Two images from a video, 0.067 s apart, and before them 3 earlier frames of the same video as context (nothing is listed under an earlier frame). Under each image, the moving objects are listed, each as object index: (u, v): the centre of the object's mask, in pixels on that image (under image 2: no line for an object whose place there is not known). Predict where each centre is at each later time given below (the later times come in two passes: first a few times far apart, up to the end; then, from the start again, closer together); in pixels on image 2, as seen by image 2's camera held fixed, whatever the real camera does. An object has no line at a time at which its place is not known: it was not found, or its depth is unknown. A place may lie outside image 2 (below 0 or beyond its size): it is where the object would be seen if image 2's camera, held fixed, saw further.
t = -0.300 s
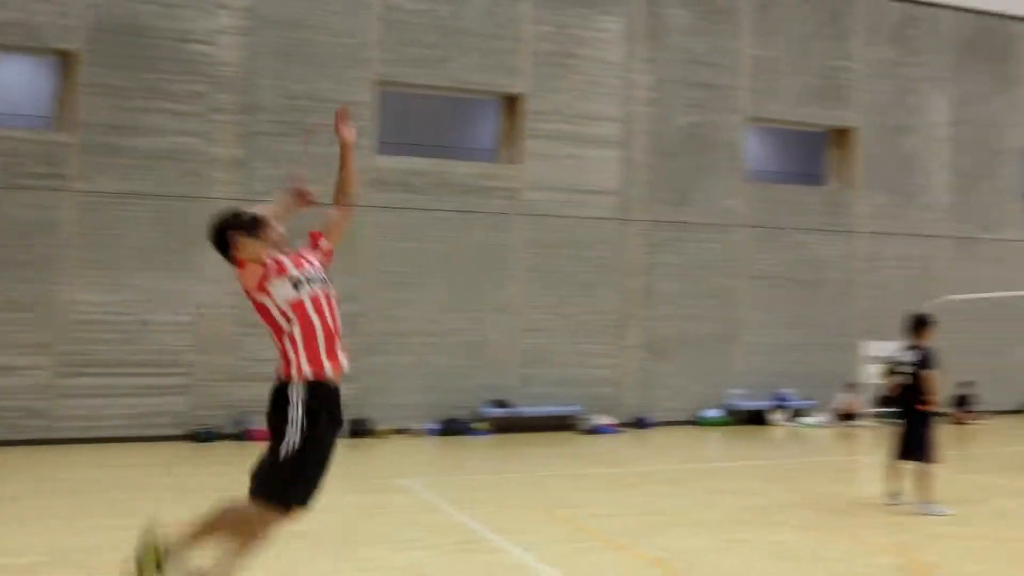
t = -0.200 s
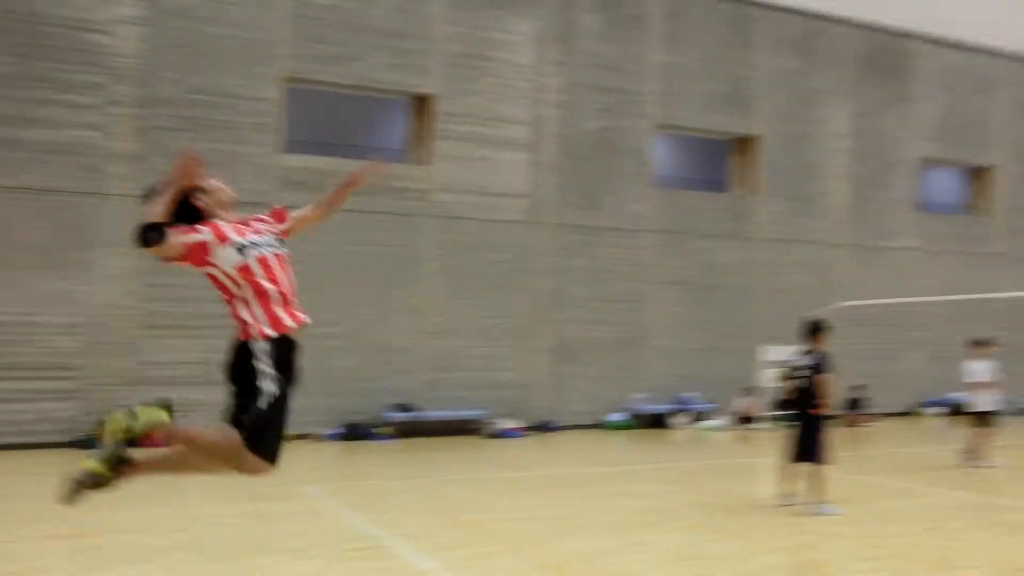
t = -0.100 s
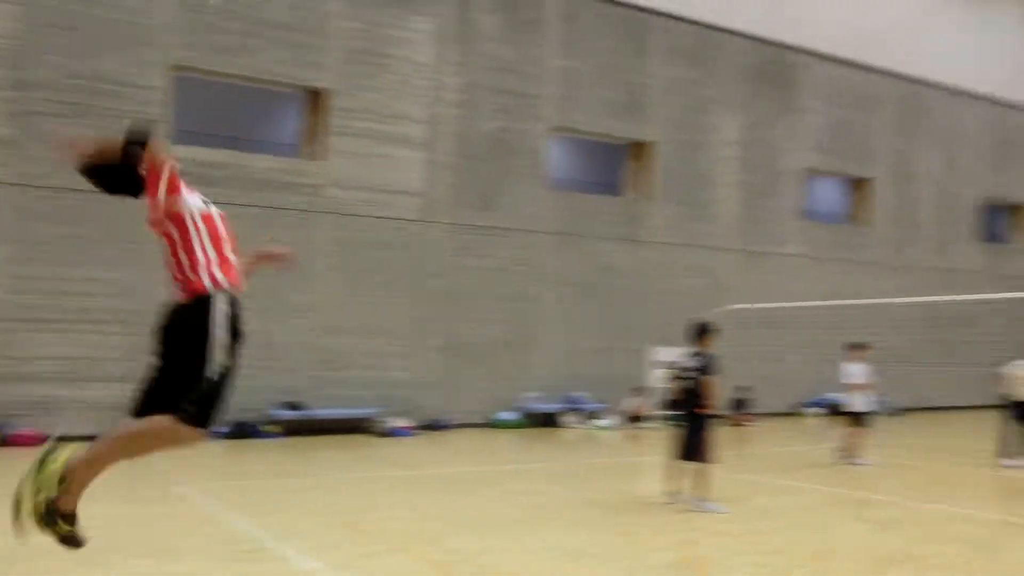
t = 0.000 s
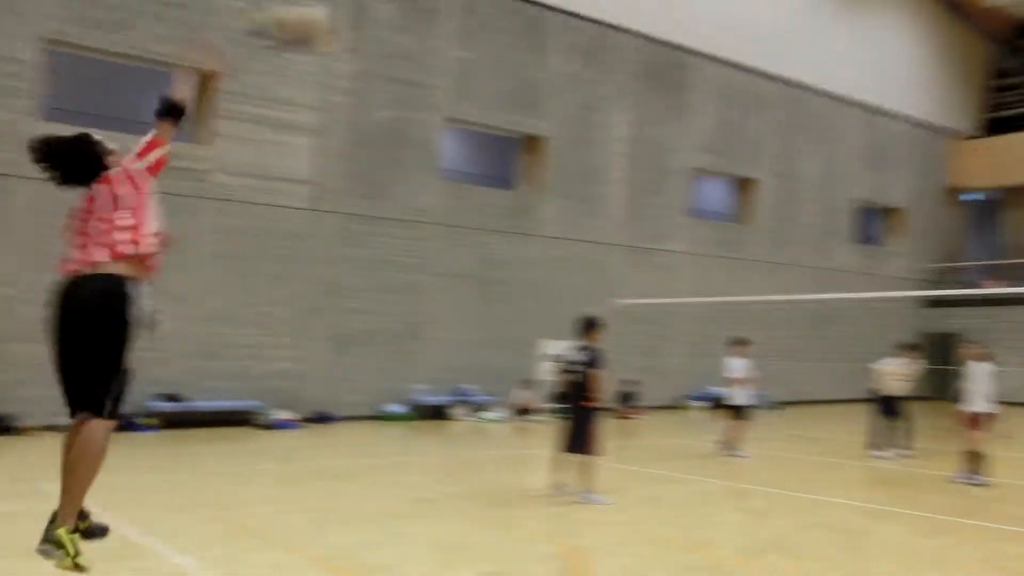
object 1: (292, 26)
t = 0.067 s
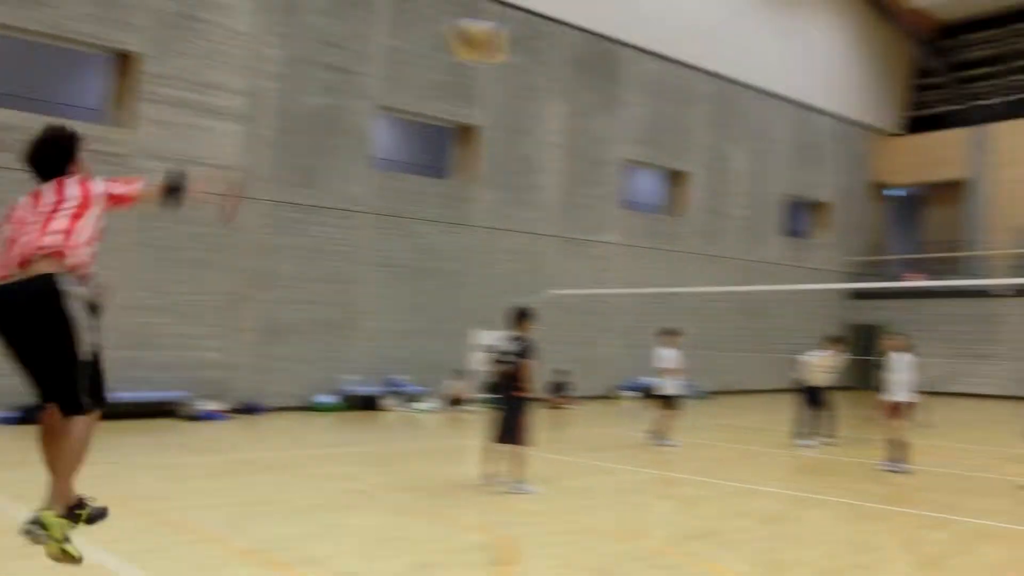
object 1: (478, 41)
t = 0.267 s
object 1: (890, 134)
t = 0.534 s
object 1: (1161, 277)
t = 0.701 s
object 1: (1262, 365)
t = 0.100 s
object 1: (572, 54)
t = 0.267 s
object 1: (890, 134)
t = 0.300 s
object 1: (937, 152)
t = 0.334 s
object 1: (976, 170)
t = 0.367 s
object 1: (1012, 186)
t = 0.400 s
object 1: (1045, 204)
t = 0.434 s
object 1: (1079, 222)
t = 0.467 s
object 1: (1104, 240)
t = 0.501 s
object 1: (1134, 259)
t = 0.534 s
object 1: (1161, 277)
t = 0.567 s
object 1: (1183, 293)
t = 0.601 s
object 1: (1205, 310)
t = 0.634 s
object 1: (1225, 326)
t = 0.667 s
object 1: (1245, 347)
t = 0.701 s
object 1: (1262, 365)
